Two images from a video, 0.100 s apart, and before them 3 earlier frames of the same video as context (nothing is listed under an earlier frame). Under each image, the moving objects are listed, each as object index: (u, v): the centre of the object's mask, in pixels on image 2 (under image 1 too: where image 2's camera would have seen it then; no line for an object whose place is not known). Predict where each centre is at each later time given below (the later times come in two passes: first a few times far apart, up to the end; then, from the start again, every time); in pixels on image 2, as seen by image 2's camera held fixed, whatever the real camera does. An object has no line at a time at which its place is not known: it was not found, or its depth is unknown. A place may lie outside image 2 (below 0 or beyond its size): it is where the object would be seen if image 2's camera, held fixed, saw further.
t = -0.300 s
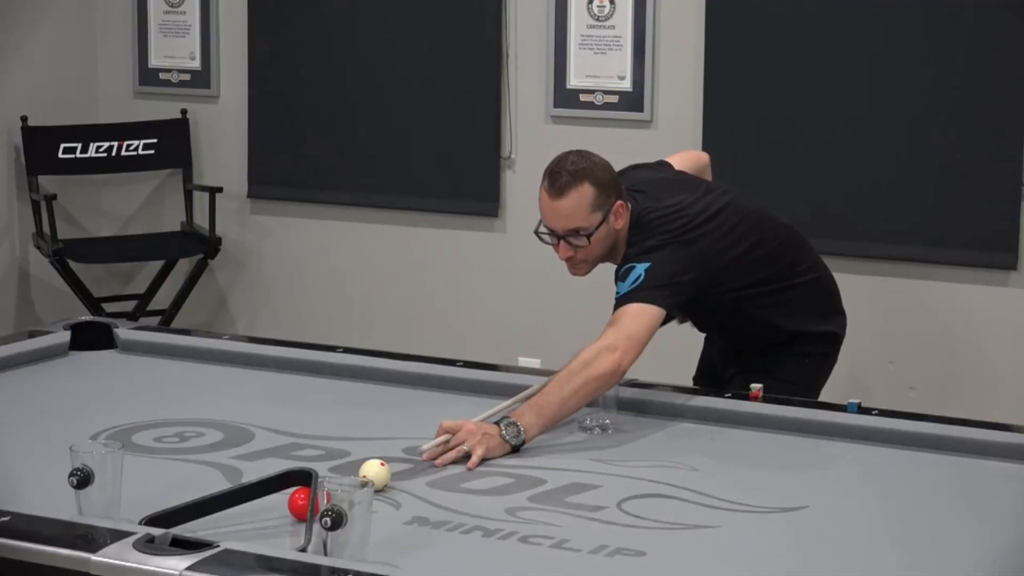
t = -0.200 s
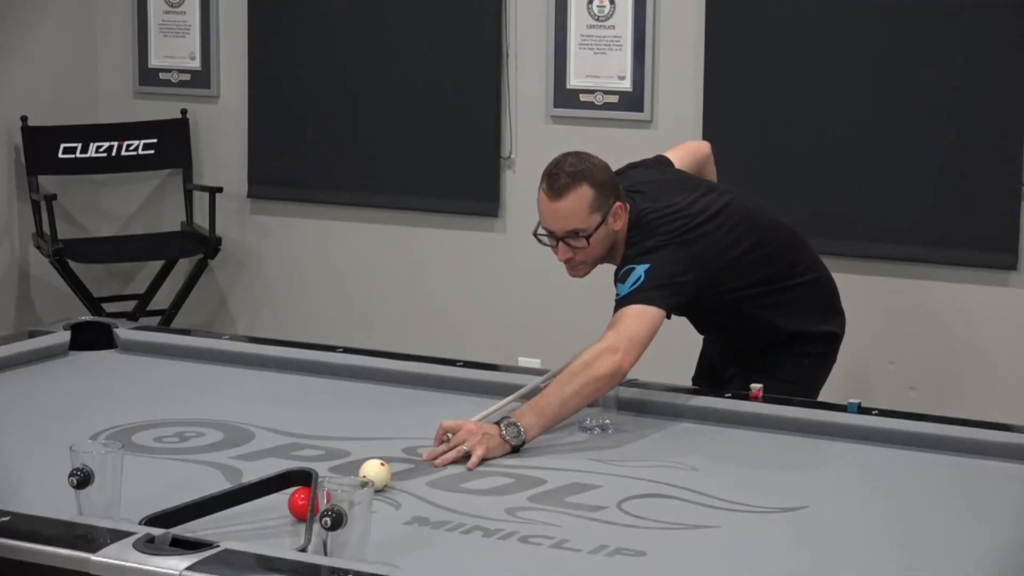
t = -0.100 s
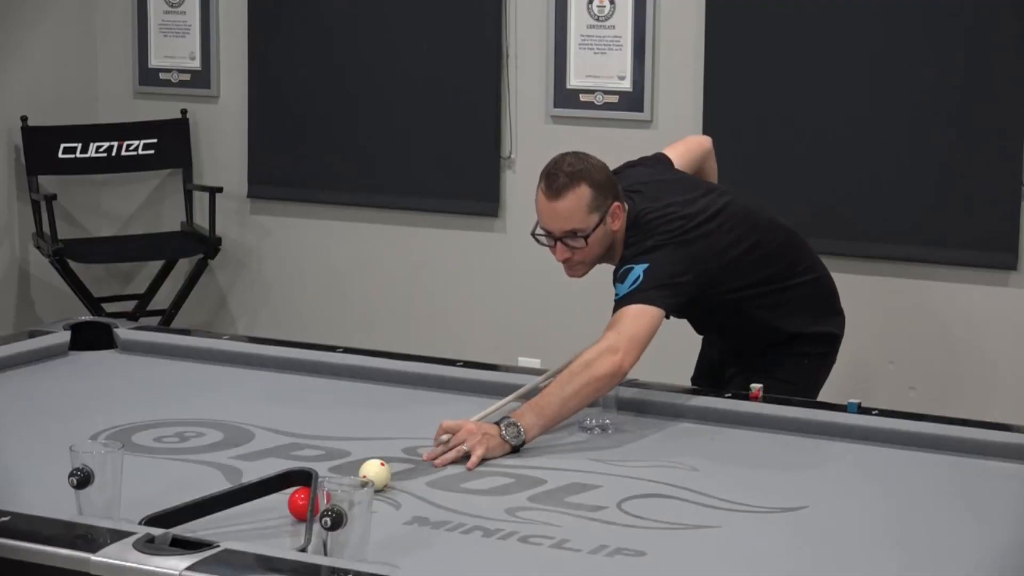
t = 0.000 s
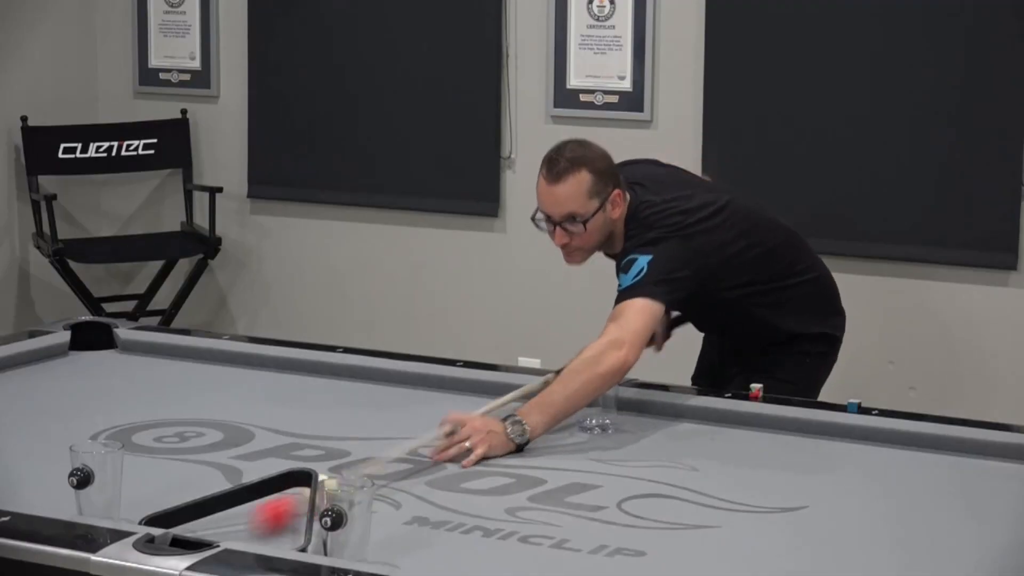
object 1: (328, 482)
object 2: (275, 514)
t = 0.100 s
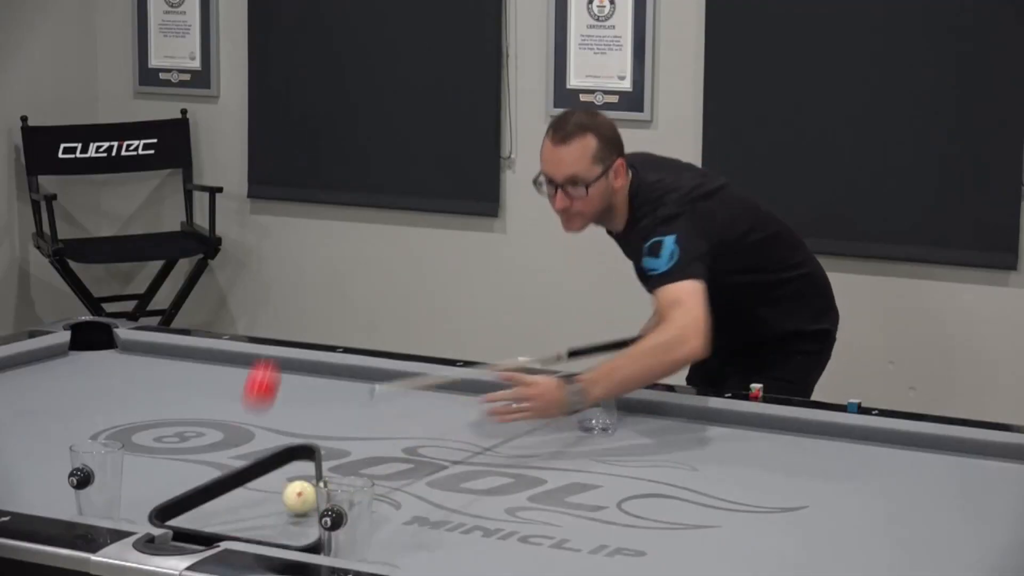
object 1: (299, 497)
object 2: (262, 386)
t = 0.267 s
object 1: (280, 499)
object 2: (356, 158)
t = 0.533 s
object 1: (267, 499)
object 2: (491, 135)
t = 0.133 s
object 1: (294, 497)
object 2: (281, 324)
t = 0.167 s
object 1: (290, 499)
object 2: (301, 272)
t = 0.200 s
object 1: (286, 499)
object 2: (320, 227)
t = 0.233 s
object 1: (282, 499)
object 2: (339, 187)
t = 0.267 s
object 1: (280, 499)
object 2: (356, 158)
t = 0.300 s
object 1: (277, 499)
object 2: (375, 133)
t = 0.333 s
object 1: (274, 499)
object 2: (392, 115)
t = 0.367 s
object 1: (273, 499)
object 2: (410, 103)
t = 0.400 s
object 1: (271, 499)
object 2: (427, 97)
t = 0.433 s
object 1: (269, 499)
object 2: (444, 97)
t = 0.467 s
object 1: (268, 499)
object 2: (461, 104)
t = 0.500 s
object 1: (268, 499)
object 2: (476, 117)
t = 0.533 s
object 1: (267, 499)
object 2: (491, 135)
